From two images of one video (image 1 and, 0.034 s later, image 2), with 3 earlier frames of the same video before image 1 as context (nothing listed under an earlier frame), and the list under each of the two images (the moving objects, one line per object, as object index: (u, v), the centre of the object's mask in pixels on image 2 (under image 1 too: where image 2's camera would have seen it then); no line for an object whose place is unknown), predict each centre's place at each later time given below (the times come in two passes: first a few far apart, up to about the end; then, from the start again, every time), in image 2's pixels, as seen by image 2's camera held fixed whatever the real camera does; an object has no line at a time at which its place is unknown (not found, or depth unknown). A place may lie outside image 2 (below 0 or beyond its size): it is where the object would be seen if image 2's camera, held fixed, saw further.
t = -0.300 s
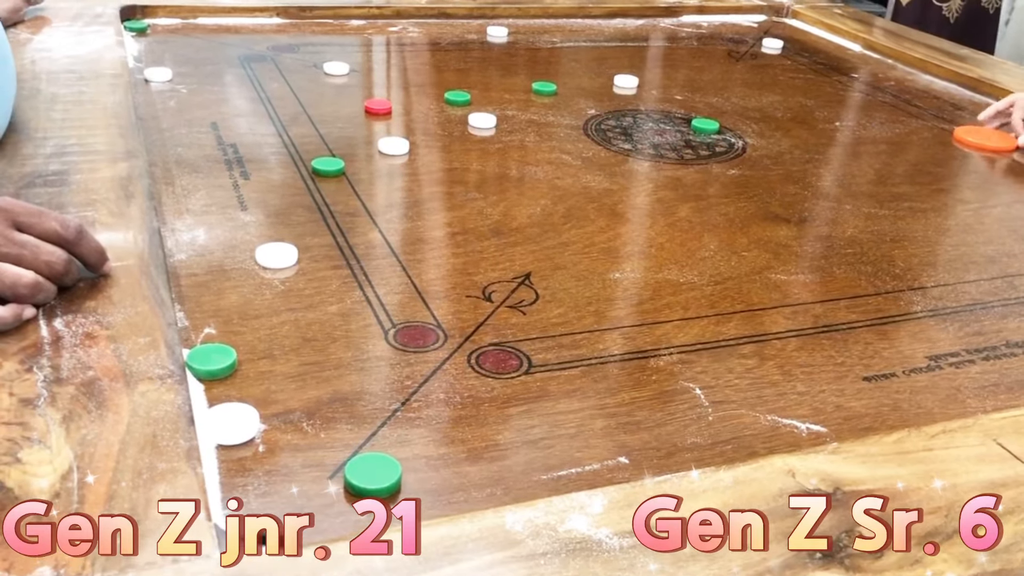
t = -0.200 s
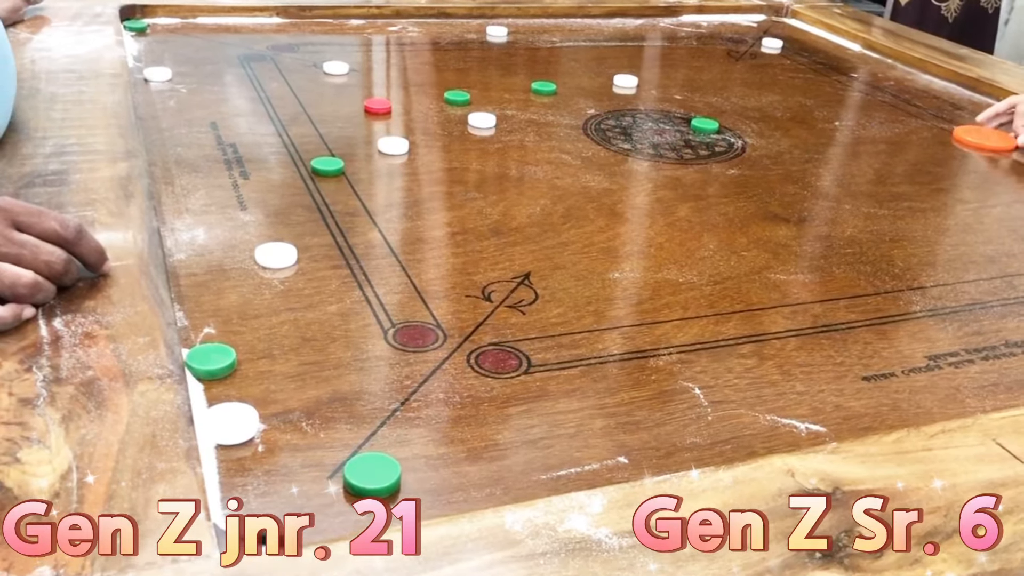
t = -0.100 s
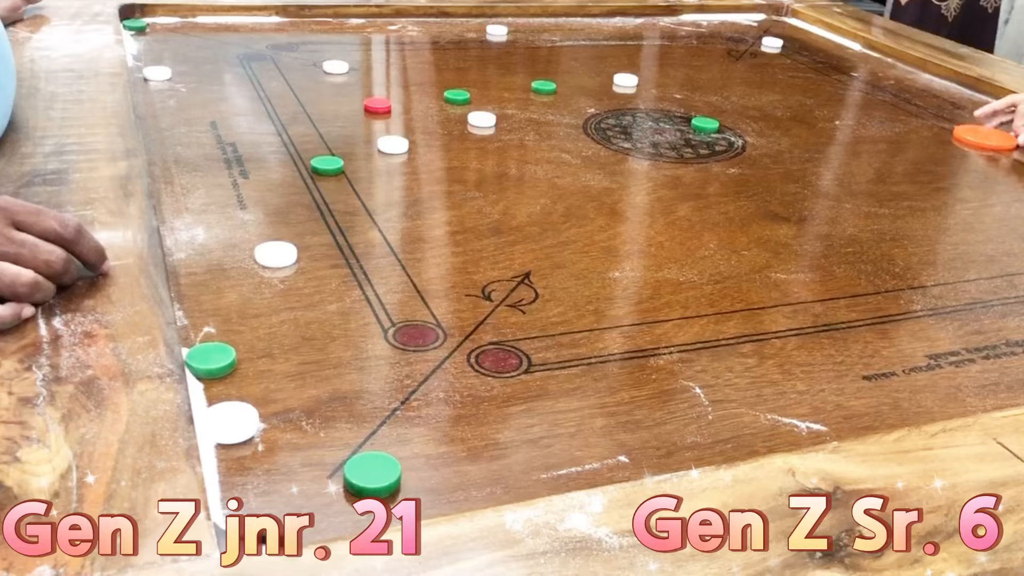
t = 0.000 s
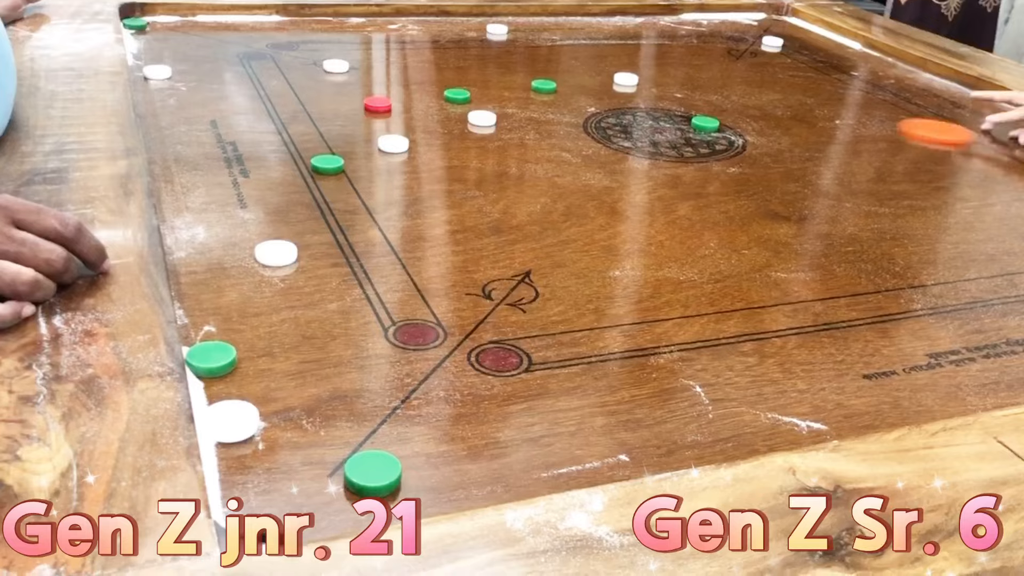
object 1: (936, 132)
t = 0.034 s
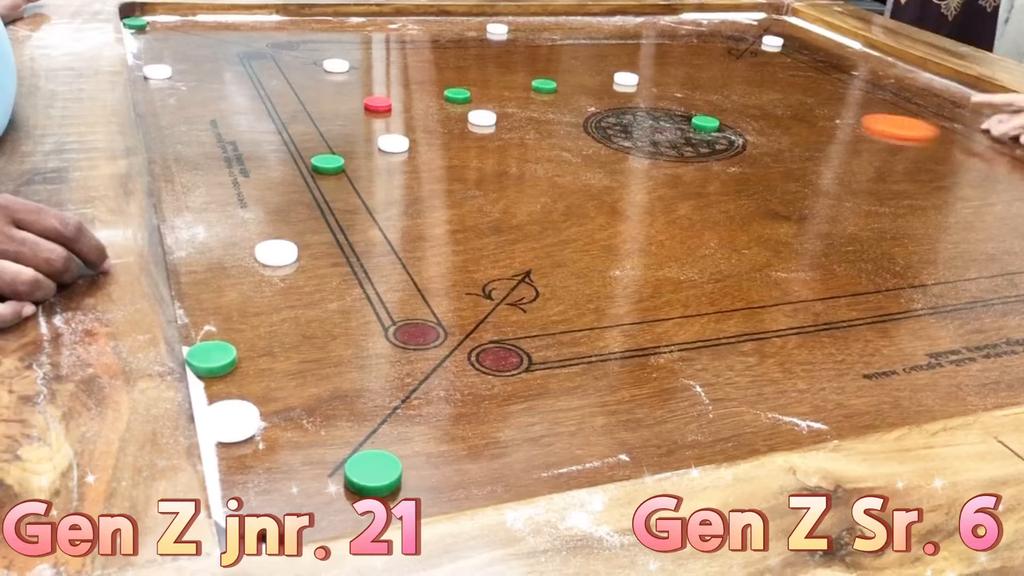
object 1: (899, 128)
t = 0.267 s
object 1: (664, 103)
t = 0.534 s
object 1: (495, 89)
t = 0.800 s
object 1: (407, 80)
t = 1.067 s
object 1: (360, 76)
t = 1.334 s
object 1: (354, 76)
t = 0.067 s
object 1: (863, 124)
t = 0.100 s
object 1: (828, 121)
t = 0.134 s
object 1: (792, 117)
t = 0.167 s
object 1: (759, 113)
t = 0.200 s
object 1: (727, 109)
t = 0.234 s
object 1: (694, 106)
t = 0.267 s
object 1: (664, 103)
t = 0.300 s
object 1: (635, 100)
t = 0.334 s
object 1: (605, 97)
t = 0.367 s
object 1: (580, 95)
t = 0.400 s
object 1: (561, 93)
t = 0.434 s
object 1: (543, 92)
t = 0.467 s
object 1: (526, 91)
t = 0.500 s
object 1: (510, 90)
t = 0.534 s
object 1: (495, 89)
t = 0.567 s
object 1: (483, 87)
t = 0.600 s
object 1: (469, 85)
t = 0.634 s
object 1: (457, 84)
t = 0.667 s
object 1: (445, 83)
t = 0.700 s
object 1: (434, 83)
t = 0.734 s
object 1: (425, 82)
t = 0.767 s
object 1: (415, 81)
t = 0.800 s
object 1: (407, 80)
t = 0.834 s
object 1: (399, 79)
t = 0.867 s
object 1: (391, 78)
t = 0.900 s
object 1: (384, 77)
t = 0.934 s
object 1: (378, 77)
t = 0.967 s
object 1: (372, 77)
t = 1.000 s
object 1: (367, 76)
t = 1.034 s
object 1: (363, 76)
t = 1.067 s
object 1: (360, 76)
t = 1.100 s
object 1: (357, 76)
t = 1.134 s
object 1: (356, 76)
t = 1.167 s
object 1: (355, 76)
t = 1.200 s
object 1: (354, 76)
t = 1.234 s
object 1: (354, 76)
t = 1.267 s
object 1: (354, 75)
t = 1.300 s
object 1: (354, 76)
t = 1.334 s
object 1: (354, 76)
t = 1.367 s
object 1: (354, 76)
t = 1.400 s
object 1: (354, 76)
